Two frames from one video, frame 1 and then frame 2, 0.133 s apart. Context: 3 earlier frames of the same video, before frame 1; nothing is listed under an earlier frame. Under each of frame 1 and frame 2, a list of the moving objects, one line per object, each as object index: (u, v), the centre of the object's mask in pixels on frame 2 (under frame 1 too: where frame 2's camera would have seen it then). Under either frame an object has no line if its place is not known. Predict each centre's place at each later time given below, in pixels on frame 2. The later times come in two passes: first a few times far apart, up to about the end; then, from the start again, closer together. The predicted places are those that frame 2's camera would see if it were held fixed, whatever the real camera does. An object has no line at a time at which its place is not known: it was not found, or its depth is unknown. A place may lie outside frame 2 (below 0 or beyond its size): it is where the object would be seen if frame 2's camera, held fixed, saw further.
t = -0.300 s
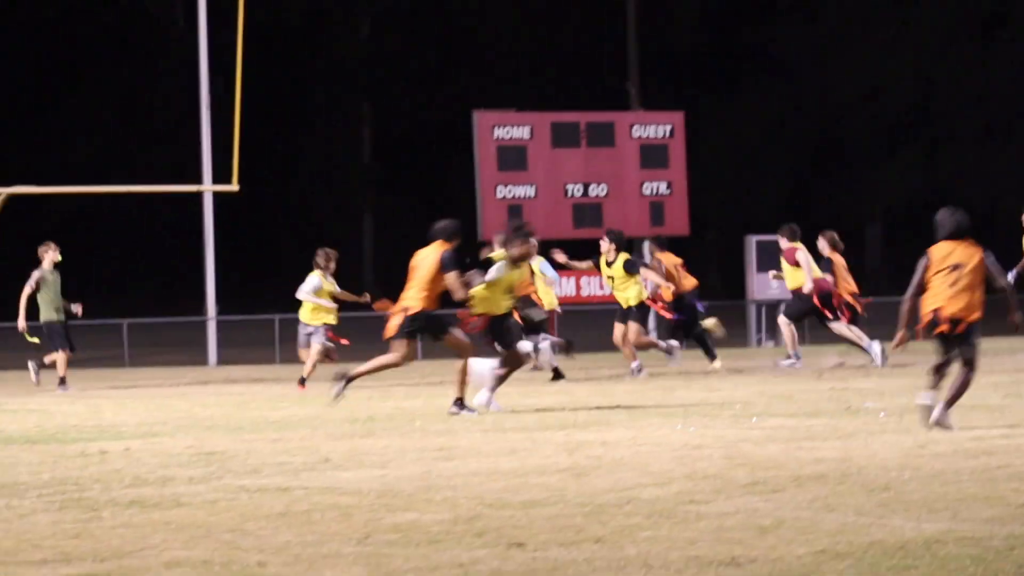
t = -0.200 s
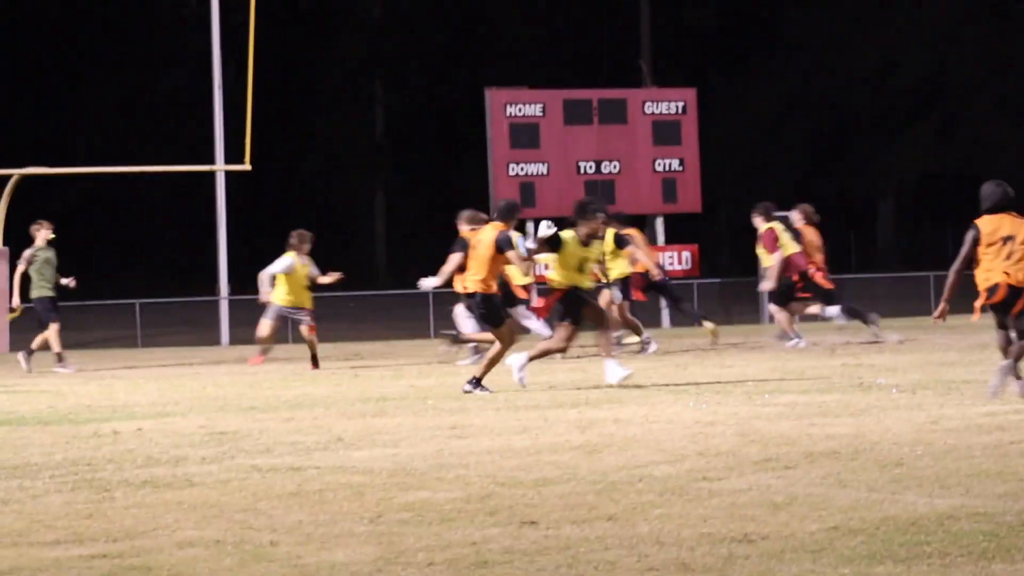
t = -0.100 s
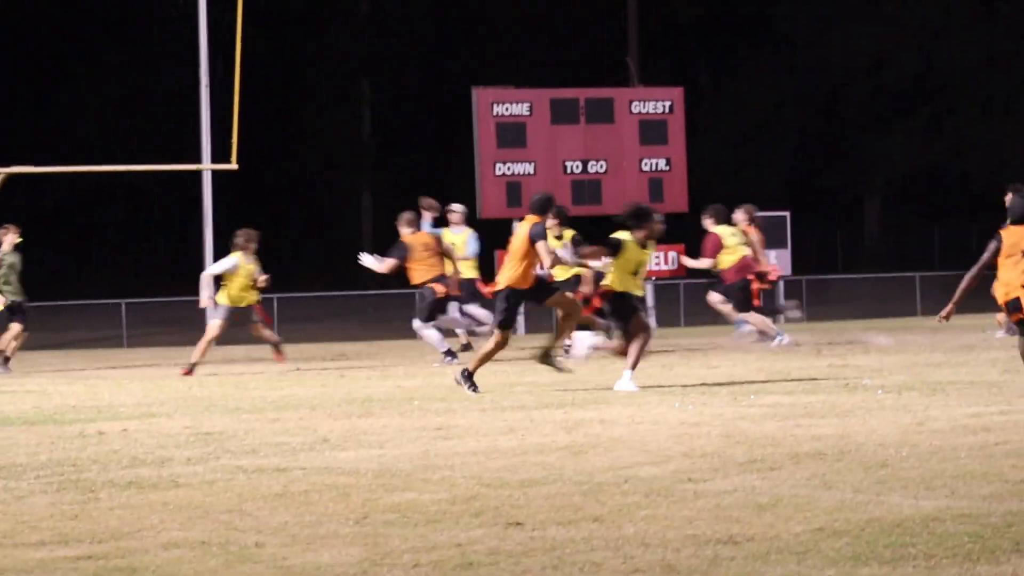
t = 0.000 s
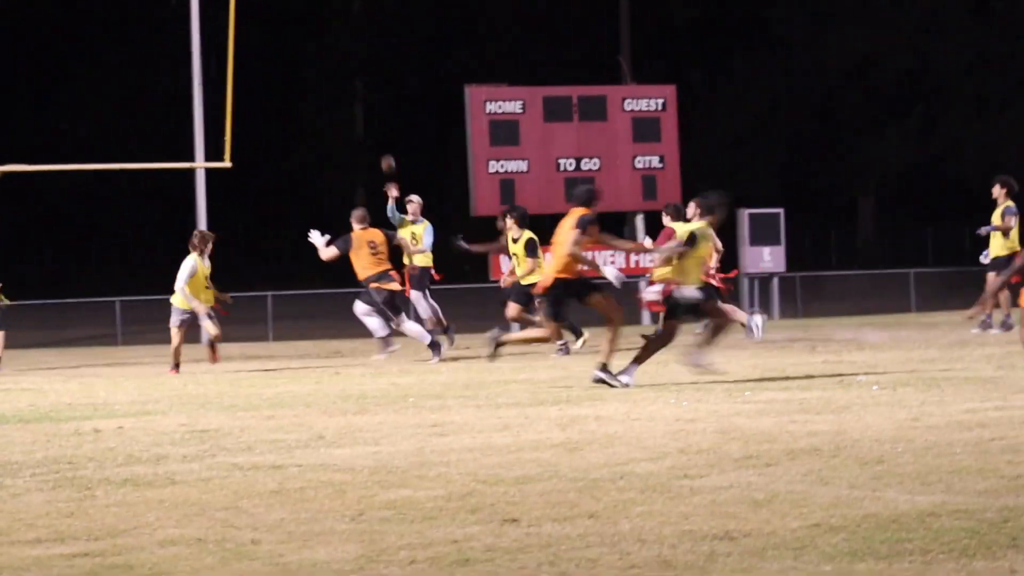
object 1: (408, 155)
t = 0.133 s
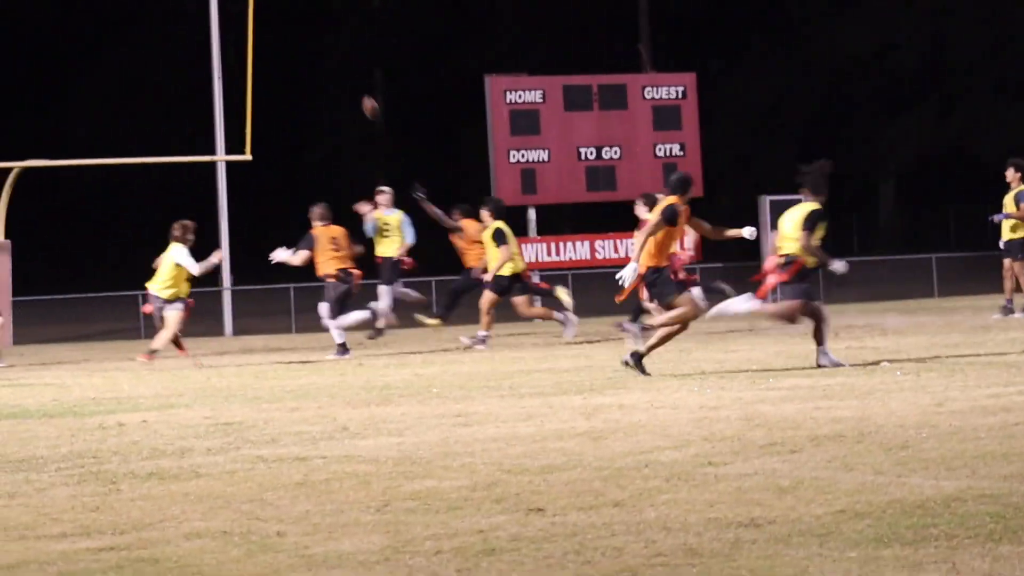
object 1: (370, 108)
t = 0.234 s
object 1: (341, 79)
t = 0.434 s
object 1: (284, 44)
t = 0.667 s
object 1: (203, 43)
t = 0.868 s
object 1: (139, 77)
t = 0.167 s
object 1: (360, 97)
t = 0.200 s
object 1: (351, 88)
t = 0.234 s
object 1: (341, 79)
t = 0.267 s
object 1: (332, 71)
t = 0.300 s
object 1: (325, 65)
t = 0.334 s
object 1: (316, 59)
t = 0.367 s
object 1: (306, 53)
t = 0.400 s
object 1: (295, 48)
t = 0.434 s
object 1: (284, 44)
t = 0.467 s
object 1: (272, 38)
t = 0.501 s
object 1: (260, 34)
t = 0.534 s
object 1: (249, 34)
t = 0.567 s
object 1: (237, 34)
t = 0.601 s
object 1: (226, 36)
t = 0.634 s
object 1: (214, 40)
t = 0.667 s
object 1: (203, 43)
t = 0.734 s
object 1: (182, 50)
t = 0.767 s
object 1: (172, 55)
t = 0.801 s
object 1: (161, 61)
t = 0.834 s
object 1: (150, 68)
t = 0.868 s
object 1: (139, 77)
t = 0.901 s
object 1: (127, 87)
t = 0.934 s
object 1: (116, 98)
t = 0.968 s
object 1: (104, 109)
